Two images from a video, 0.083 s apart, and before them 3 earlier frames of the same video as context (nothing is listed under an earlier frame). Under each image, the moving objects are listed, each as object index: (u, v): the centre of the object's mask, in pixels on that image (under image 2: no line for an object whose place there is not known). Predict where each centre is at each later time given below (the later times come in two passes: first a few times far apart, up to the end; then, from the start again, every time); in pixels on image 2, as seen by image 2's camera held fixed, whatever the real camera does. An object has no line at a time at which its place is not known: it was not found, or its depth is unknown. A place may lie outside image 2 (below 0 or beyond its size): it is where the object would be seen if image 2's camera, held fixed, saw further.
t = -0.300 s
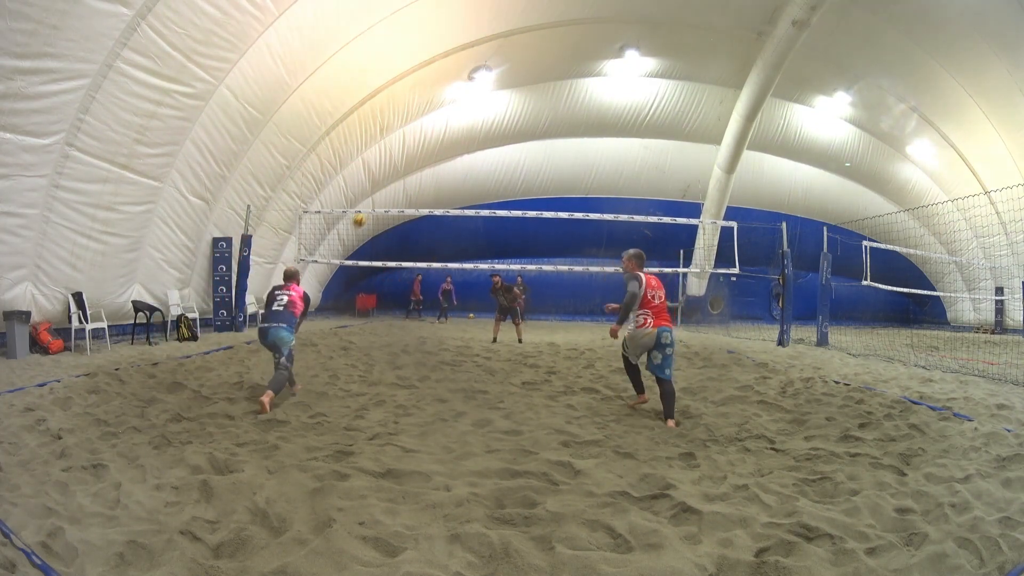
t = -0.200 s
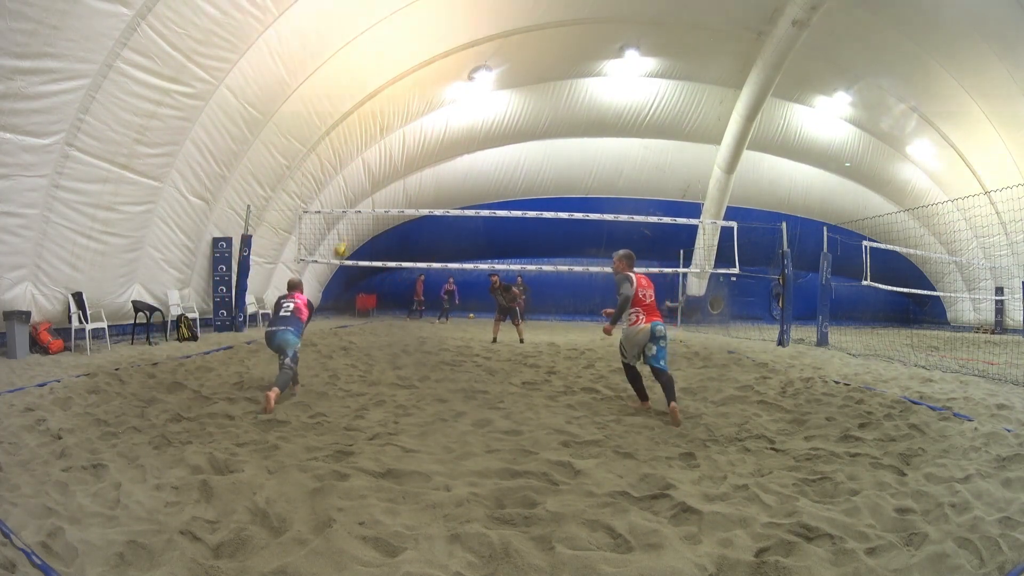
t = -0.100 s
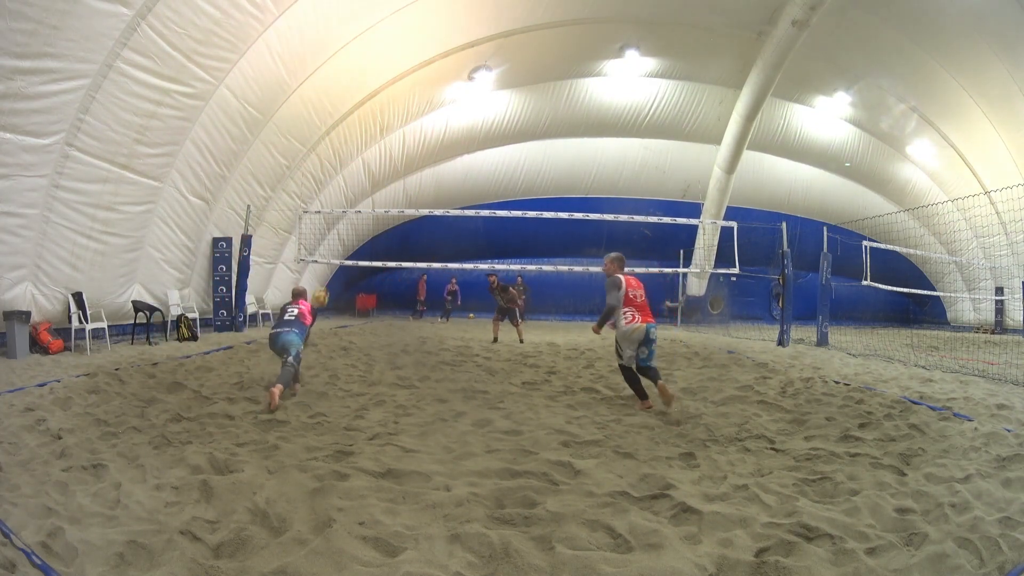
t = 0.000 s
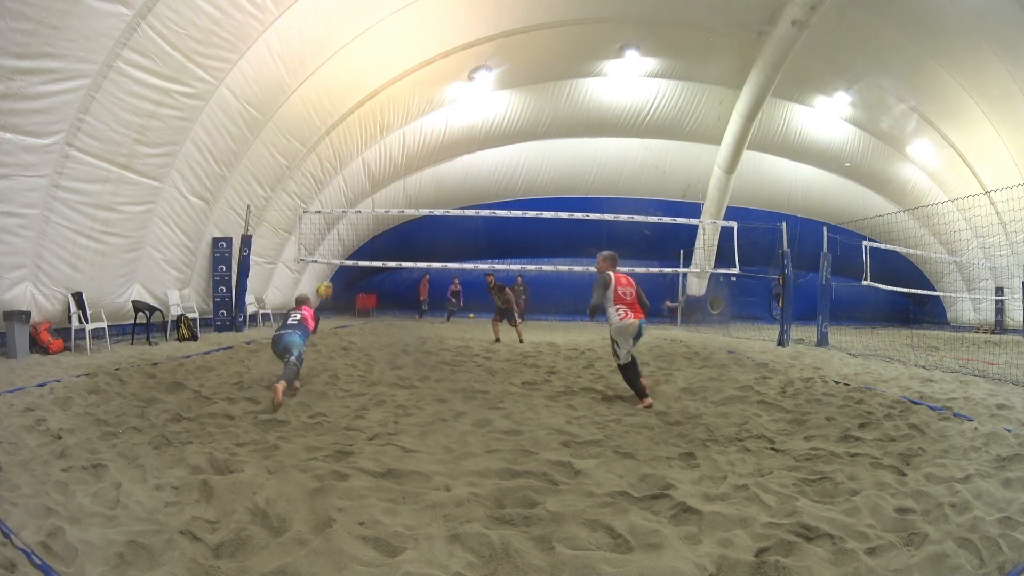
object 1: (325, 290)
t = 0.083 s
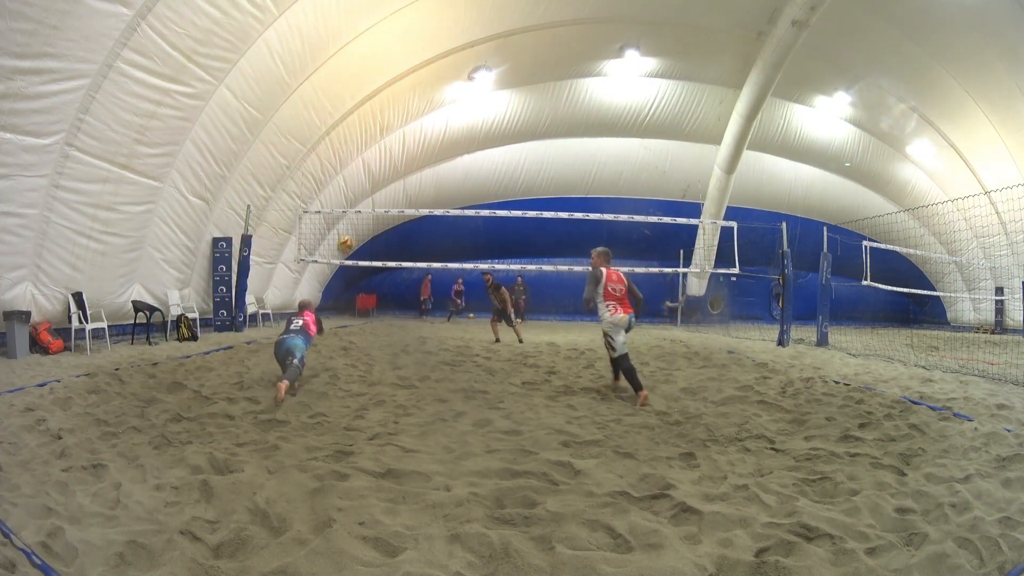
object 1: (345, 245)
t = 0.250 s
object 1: (388, 174)
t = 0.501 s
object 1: (445, 119)
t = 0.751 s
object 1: (492, 110)
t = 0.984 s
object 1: (532, 137)
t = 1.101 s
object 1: (551, 164)
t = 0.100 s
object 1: (350, 236)
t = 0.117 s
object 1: (355, 226)
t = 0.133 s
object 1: (358, 221)
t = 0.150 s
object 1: (363, 212)
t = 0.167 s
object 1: (367, 205)
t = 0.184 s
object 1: (372, 198)
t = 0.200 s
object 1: (376, 191)
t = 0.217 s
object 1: (381, 185)
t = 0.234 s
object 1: (384, 180)
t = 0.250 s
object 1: (388, 174)
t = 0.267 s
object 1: (392, 169)
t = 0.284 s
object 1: (396, 163)
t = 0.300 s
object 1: (401, 159)
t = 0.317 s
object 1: (404, 154)
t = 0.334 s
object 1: (408, 150)
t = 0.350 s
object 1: (412, 145)
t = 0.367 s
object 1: (416, 142)
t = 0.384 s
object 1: (419, 138)
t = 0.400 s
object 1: (423, 134)
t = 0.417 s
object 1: (427, 132)
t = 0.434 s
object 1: (430, 129)
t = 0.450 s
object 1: (434, 126)
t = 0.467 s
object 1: (437, 123)
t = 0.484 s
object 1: (441, 122)
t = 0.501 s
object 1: (445, 119)
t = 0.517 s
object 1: (448, 117)
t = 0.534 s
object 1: (451, 116)
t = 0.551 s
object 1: (455, 114)
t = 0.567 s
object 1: (458, 113)
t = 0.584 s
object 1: (461, 112)
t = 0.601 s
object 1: (464, 111)
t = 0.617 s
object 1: (467, 110)
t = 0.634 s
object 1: (471, 109)
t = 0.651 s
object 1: (474, 109)
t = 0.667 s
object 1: (477, 109)
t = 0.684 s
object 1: (480, 109)
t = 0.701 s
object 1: (484, 109)
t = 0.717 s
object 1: (486, 109)
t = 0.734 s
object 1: (489, 110)
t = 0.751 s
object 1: (492, 110)
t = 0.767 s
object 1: (495, 111)
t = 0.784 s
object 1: (498, 112)
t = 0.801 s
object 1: (501, 114)
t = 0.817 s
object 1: (504, 114)
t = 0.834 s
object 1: (507, 116)
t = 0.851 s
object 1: (510, 118)
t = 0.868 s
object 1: (513, 120)
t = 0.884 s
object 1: (515, 121)
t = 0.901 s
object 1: (519, 124)
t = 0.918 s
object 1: (521, 126)
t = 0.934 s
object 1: (524, 128)
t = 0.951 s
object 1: (527, 131)
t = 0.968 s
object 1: (529, 134)
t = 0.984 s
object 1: (532, 137)
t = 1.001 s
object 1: (535, 140)
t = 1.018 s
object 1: (538, 144)
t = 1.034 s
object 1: (540, 147)
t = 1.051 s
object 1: (543, 151)
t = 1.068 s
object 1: (546, 155)
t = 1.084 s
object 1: (548, 159)
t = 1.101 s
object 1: (551, 164)
